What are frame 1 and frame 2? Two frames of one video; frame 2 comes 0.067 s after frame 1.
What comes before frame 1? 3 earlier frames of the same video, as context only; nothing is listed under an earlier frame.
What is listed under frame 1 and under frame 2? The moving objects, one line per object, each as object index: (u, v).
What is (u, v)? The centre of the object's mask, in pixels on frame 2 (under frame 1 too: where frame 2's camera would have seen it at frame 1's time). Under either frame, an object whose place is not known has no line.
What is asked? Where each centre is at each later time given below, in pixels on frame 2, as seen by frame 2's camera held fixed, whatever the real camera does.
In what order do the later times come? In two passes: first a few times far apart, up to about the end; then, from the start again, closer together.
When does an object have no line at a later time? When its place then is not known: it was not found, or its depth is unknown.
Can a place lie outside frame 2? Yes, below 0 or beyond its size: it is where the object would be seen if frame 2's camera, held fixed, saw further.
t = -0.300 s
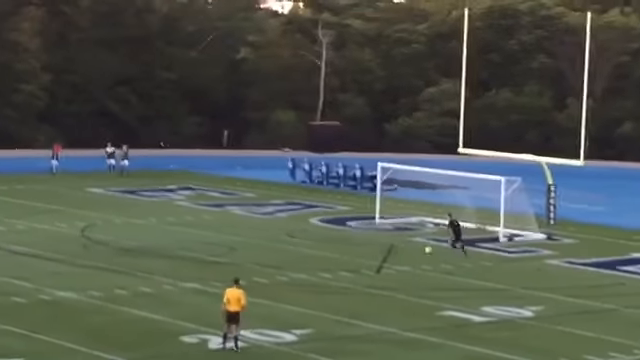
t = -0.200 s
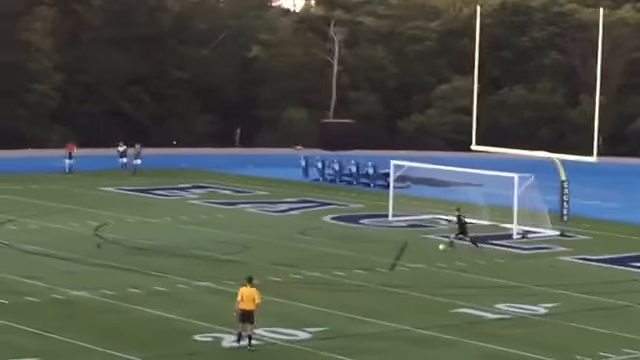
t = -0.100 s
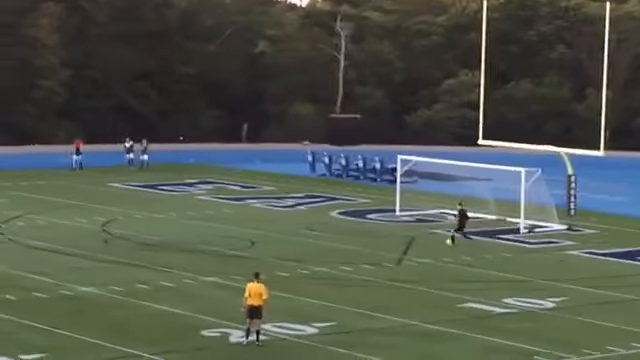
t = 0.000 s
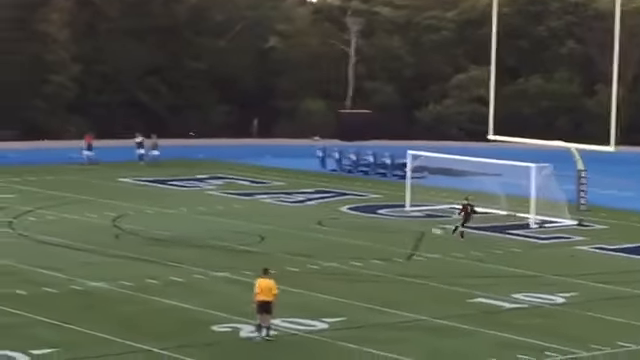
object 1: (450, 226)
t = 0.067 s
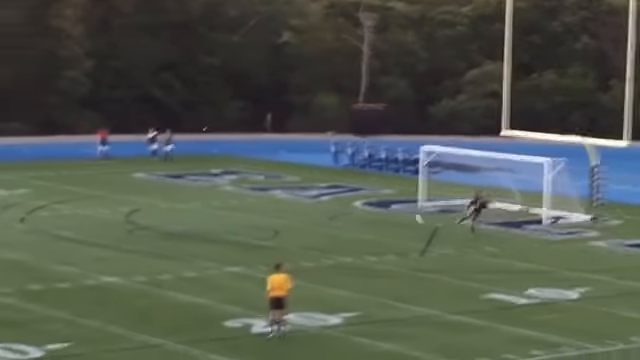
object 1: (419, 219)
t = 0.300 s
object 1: (316, 205)
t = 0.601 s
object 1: (203, 212)
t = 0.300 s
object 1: (316, 205)
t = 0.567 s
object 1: (214, 212)
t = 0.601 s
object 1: (203, 212)
